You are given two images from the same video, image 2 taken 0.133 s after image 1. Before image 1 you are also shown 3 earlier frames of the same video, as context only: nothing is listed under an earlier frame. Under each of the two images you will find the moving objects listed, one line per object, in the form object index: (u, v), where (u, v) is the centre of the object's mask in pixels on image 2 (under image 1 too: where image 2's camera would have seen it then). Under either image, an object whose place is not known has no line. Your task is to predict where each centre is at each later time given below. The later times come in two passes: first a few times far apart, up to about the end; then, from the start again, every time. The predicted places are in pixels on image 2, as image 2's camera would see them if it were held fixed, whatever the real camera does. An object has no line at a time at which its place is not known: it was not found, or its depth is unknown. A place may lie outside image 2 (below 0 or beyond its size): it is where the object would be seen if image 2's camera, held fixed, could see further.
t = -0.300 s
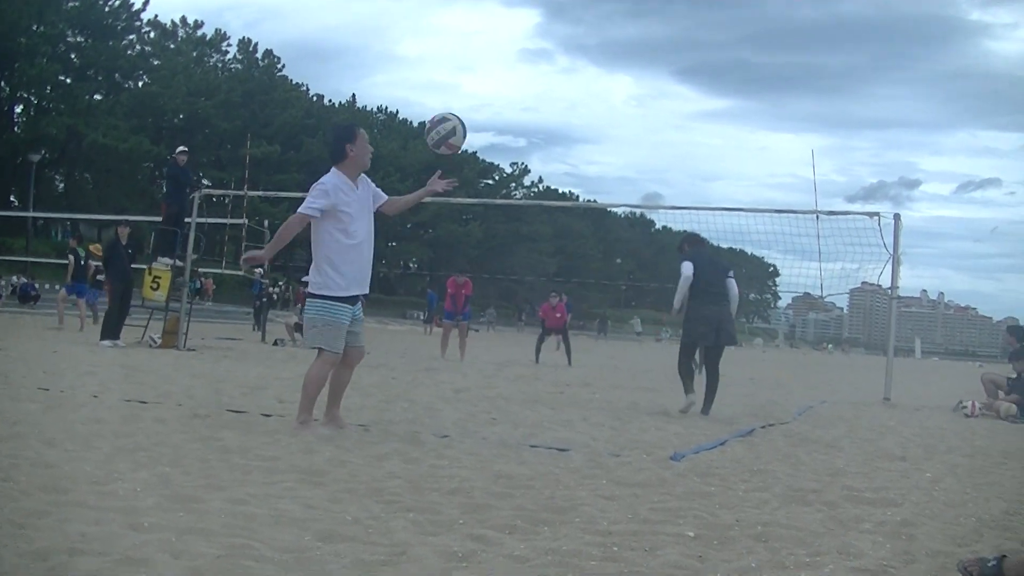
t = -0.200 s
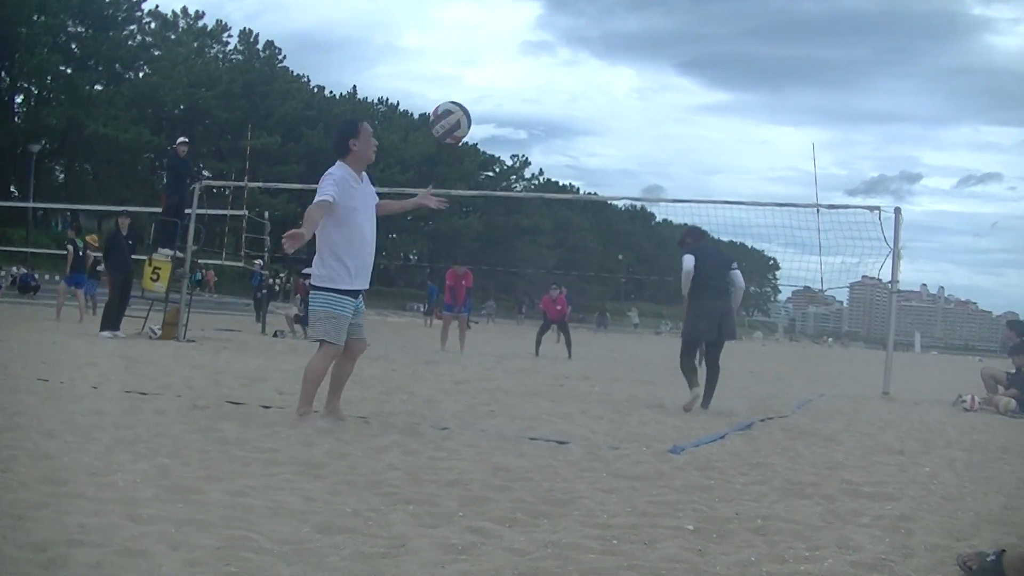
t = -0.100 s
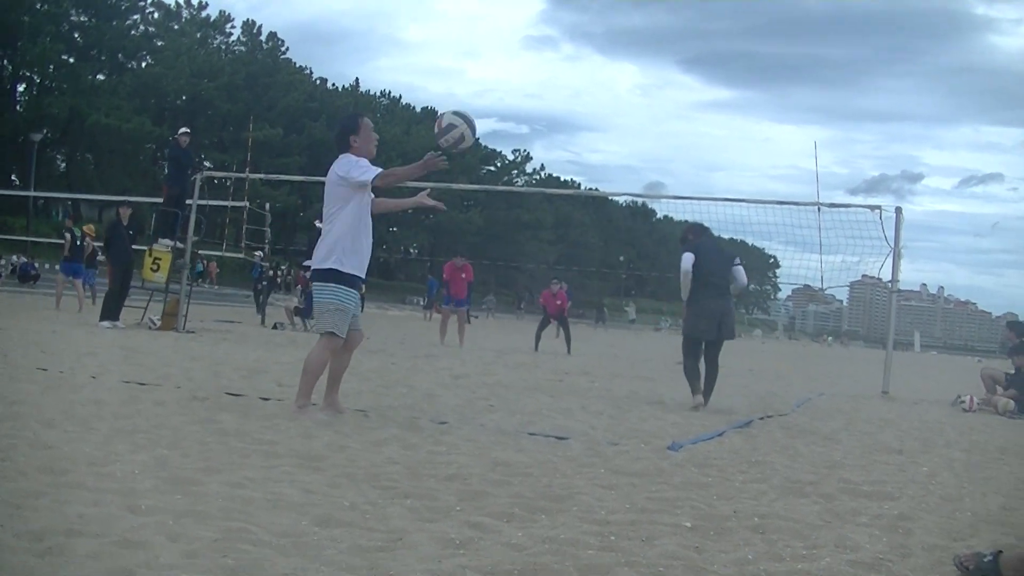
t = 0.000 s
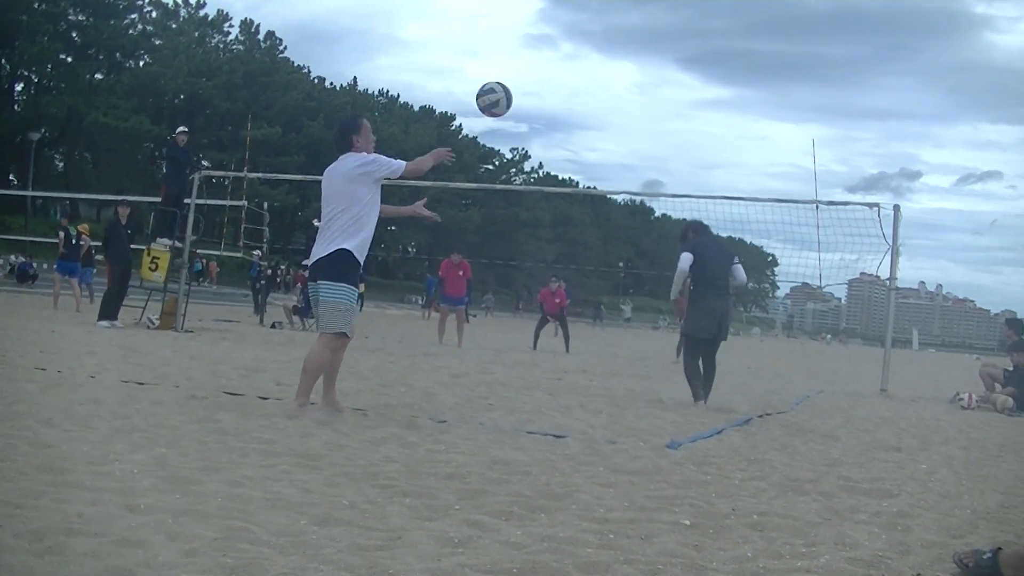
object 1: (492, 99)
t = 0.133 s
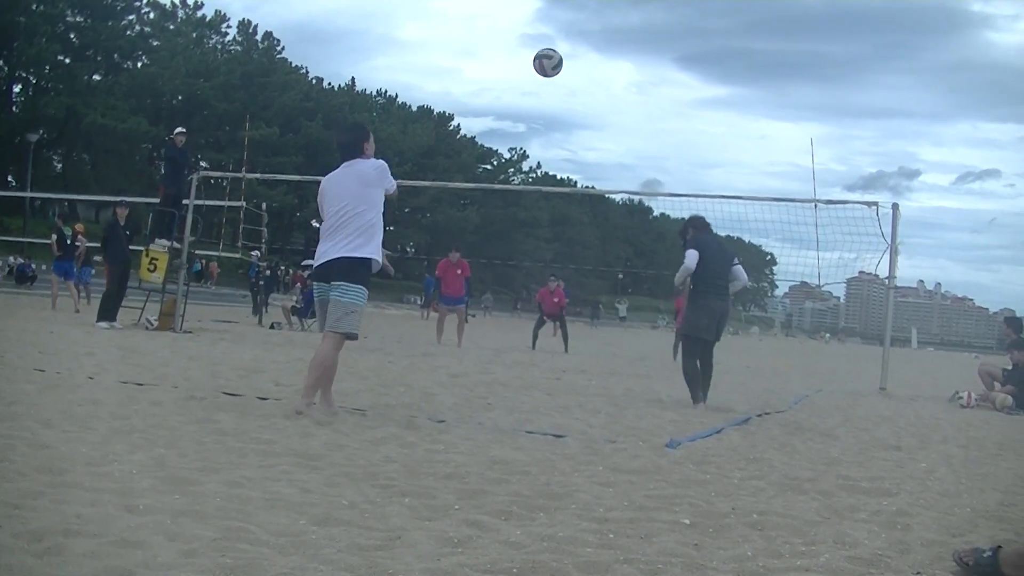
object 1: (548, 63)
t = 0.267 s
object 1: (583, 62)
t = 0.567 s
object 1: (625, 113)
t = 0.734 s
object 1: (635, 158)
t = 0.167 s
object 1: (558, 60)
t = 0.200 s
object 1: (567, 59)
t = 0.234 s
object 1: (576, 59)
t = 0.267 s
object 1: (583, 62)
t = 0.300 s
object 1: (590, 64)
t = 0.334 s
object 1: (596, 68)
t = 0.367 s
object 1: (601, 73)
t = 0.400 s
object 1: (606, 78)
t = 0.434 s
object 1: (611, 84)
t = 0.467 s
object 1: (615, 91)
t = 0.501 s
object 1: (619, 97)
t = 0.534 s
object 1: (622, 105)
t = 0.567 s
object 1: (625, 113)
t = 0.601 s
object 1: (627, 121)
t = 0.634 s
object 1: (630, 130)
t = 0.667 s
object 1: (632, 139)
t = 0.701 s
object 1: (634, 148)
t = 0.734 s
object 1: (635, 158)
